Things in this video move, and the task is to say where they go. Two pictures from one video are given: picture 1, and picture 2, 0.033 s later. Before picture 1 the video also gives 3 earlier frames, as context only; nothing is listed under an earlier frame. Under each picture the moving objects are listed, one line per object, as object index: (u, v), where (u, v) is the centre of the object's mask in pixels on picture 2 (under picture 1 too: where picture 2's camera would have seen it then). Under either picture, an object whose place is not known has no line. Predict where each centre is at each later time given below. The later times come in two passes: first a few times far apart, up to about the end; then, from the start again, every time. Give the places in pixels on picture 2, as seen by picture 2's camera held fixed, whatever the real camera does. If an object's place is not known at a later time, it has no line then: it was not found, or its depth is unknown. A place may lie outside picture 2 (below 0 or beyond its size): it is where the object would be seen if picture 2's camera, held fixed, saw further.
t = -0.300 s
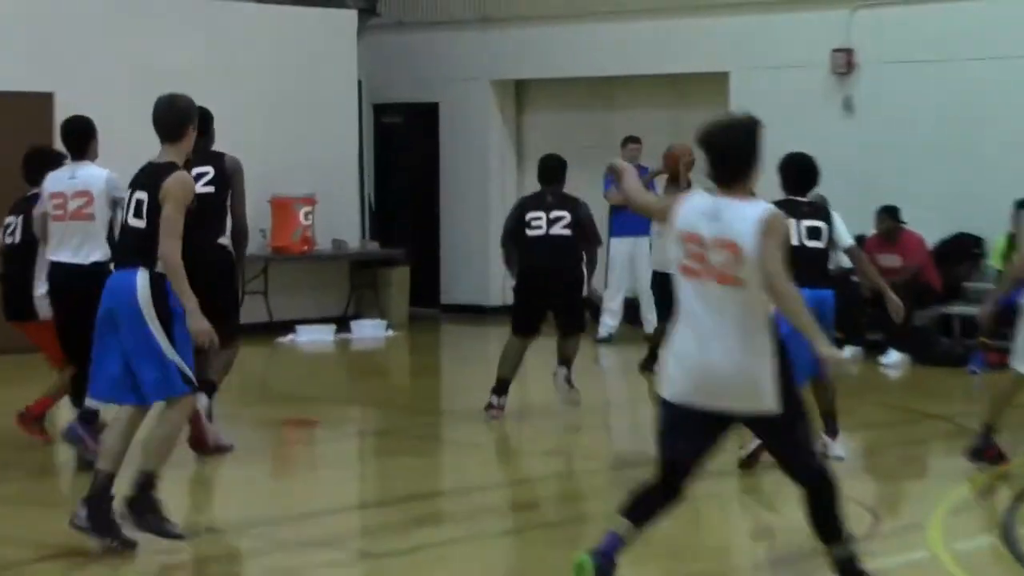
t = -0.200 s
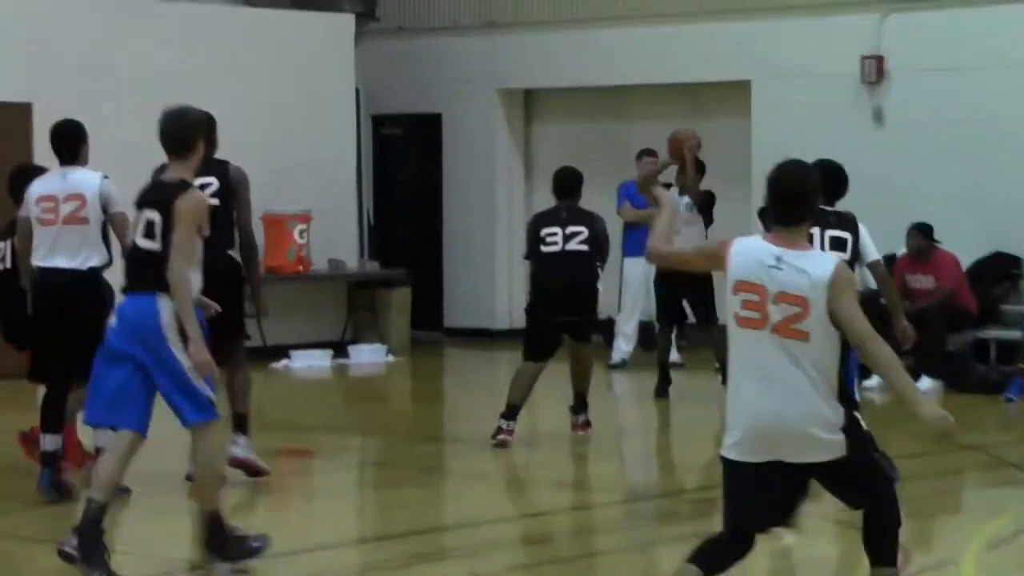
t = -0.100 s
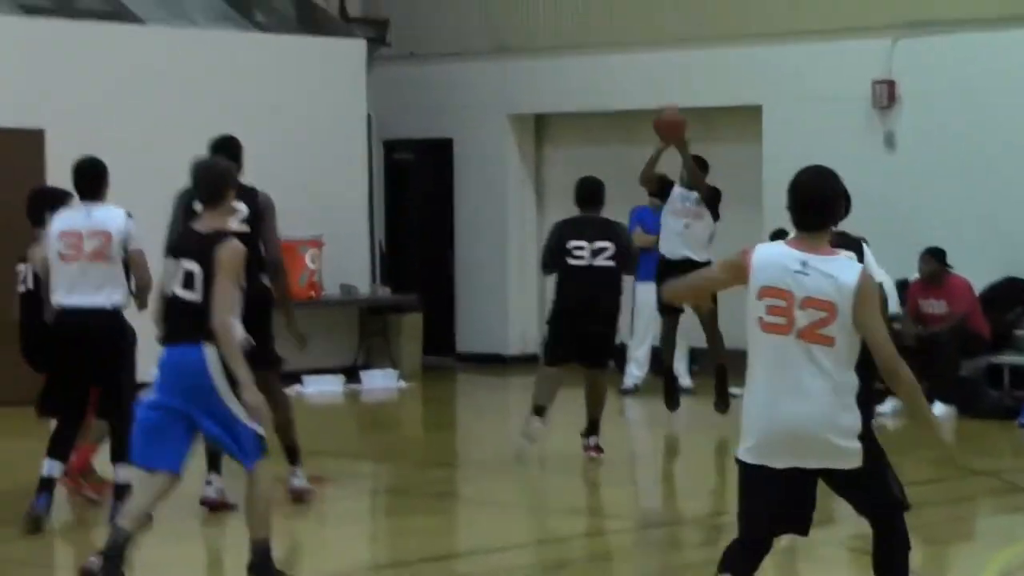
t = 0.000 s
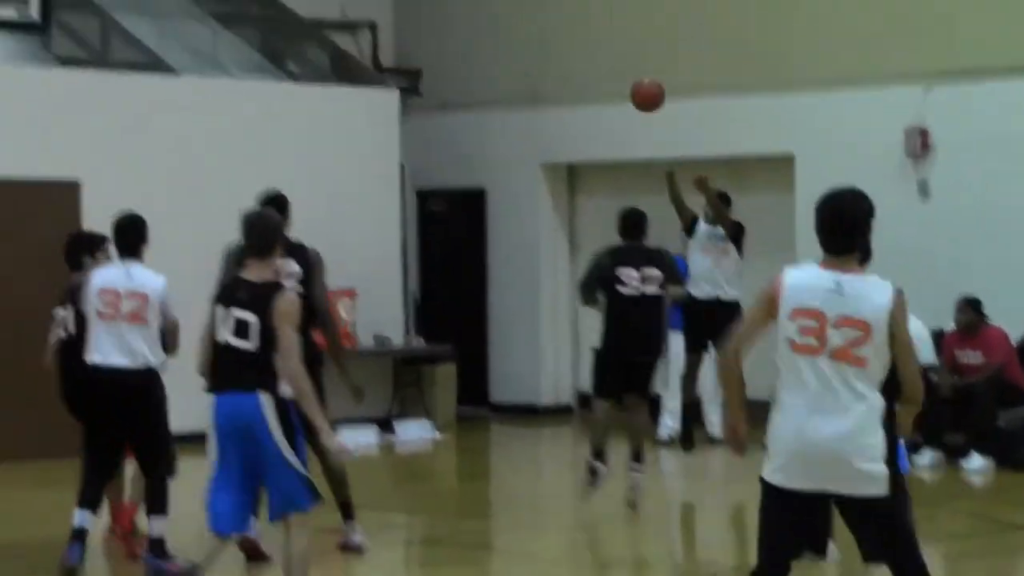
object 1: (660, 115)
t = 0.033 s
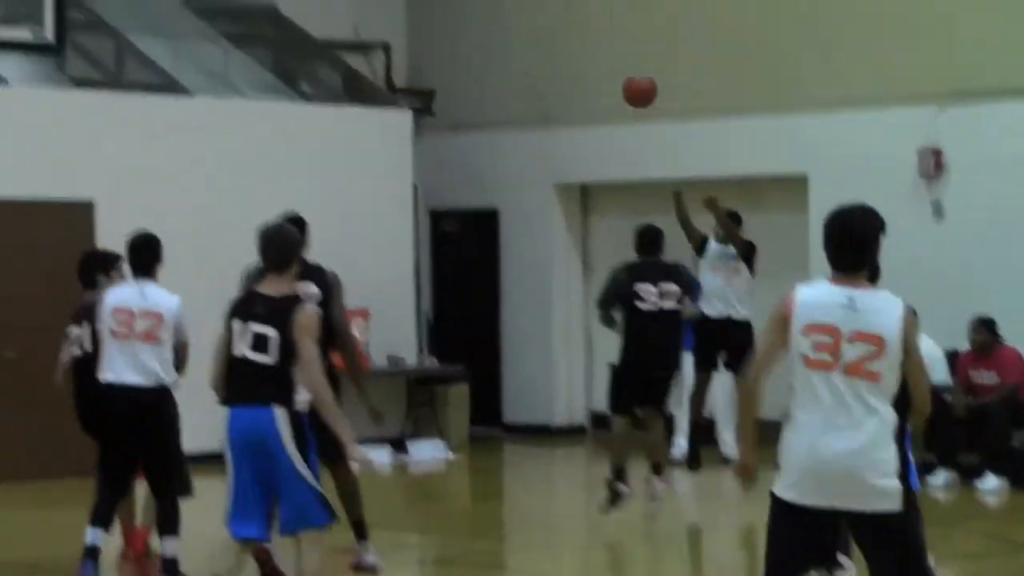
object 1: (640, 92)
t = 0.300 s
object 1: (464, -59)
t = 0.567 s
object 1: (268, -121)
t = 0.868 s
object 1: (12, -51)
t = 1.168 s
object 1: (-175, -27)
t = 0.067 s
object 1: (618, 68)
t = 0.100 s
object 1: (597, 44)
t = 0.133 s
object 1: (576, 23)
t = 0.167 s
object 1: (554, 5)
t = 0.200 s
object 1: (531, -14)
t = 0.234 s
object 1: (509, -30)
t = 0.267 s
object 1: (487, -45)
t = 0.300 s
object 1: (464, -59)
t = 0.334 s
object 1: (441, -72)
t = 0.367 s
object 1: (417, -85)
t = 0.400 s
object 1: (394, -95)
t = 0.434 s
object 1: (369, -103)
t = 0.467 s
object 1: (345, -110)
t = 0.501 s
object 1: (320, -115)
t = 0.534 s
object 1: (294, -119)
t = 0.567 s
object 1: (268, -121)
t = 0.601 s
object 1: (241, -121)
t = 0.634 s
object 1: (214, -120)
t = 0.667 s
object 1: (186, -116)
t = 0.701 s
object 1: (159, -111)
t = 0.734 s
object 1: (131, -104)
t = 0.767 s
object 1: (102, -93)
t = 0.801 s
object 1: (73, -81)
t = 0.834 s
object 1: (43, -67)
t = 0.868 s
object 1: (12, -51)
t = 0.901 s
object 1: (-18, -32)
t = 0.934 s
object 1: (-46, -20)
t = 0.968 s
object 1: (-64, -25)
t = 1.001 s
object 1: (-81, -30)
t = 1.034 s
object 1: (-98, -34)
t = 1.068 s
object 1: (-118, -37)
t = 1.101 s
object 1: (-137, -35)
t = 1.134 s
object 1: (-155, -32)
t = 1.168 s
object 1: (-175, -27)
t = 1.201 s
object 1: (-194, -20)
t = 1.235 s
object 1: (-213, -12)
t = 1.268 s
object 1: (-233, -1)
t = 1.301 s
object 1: (-253, 14)
